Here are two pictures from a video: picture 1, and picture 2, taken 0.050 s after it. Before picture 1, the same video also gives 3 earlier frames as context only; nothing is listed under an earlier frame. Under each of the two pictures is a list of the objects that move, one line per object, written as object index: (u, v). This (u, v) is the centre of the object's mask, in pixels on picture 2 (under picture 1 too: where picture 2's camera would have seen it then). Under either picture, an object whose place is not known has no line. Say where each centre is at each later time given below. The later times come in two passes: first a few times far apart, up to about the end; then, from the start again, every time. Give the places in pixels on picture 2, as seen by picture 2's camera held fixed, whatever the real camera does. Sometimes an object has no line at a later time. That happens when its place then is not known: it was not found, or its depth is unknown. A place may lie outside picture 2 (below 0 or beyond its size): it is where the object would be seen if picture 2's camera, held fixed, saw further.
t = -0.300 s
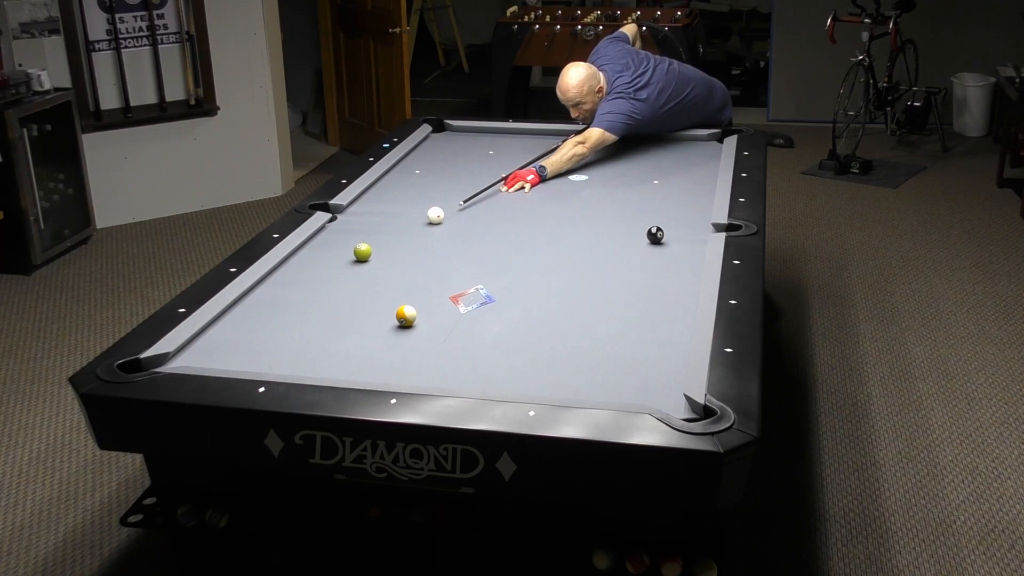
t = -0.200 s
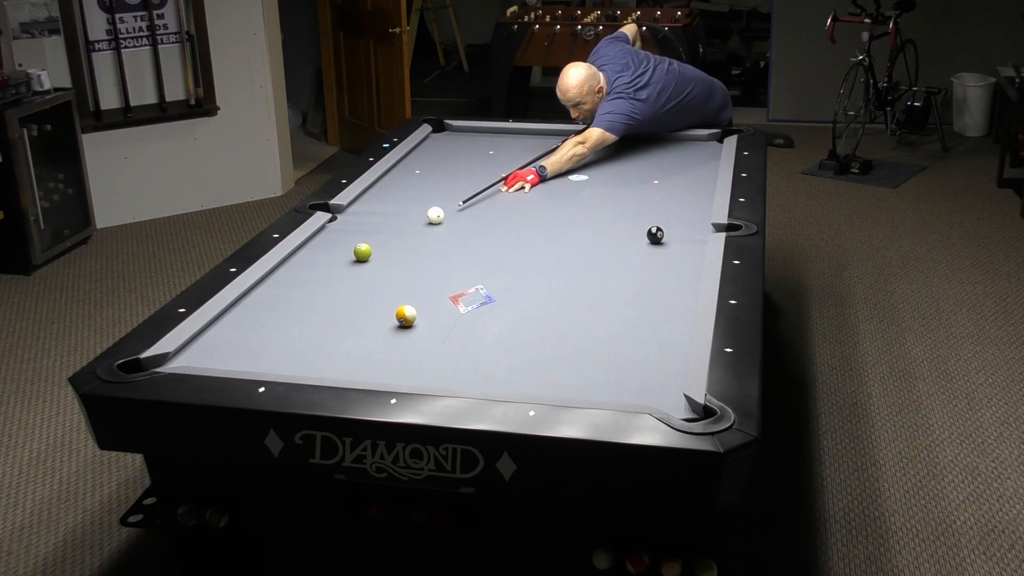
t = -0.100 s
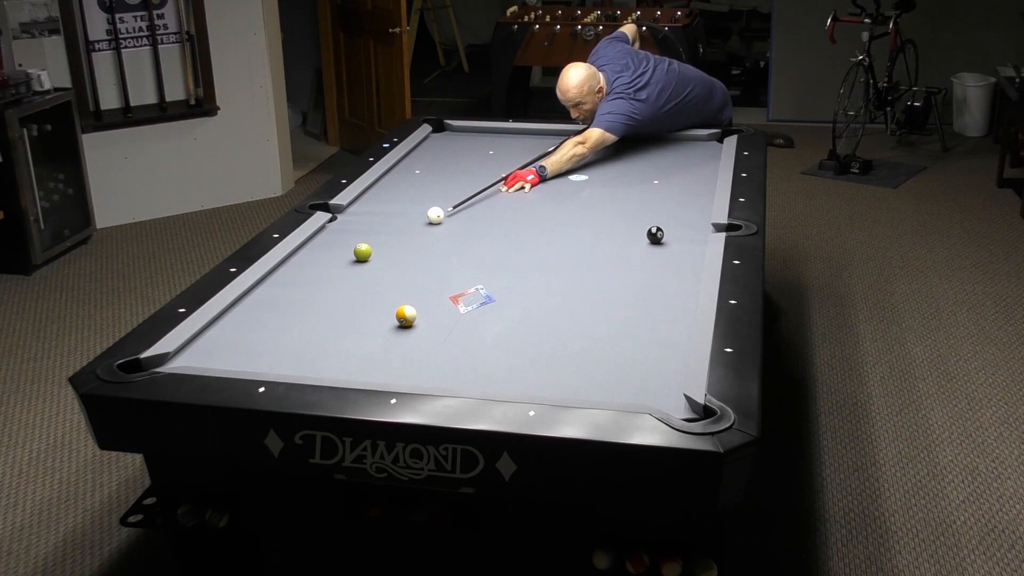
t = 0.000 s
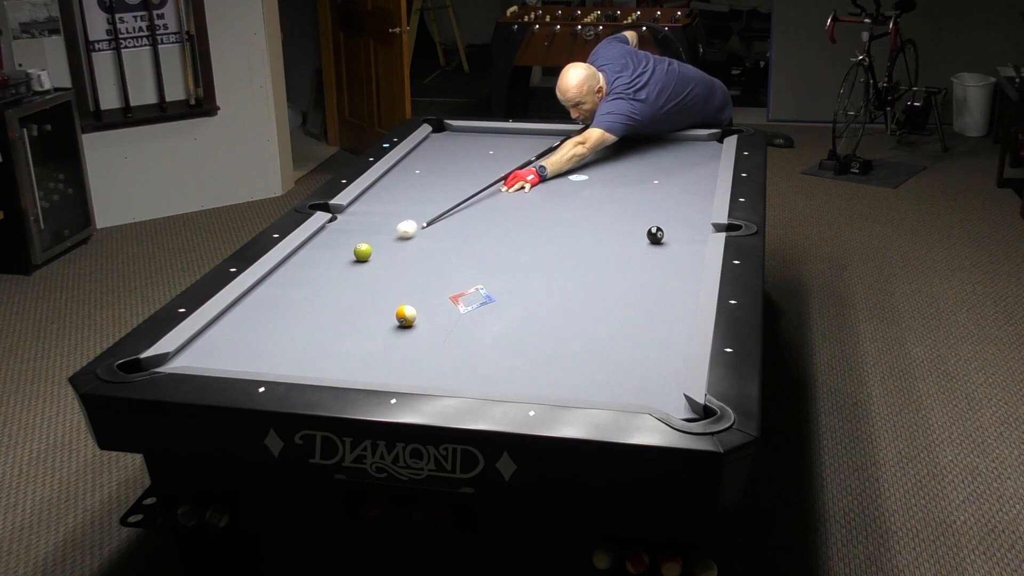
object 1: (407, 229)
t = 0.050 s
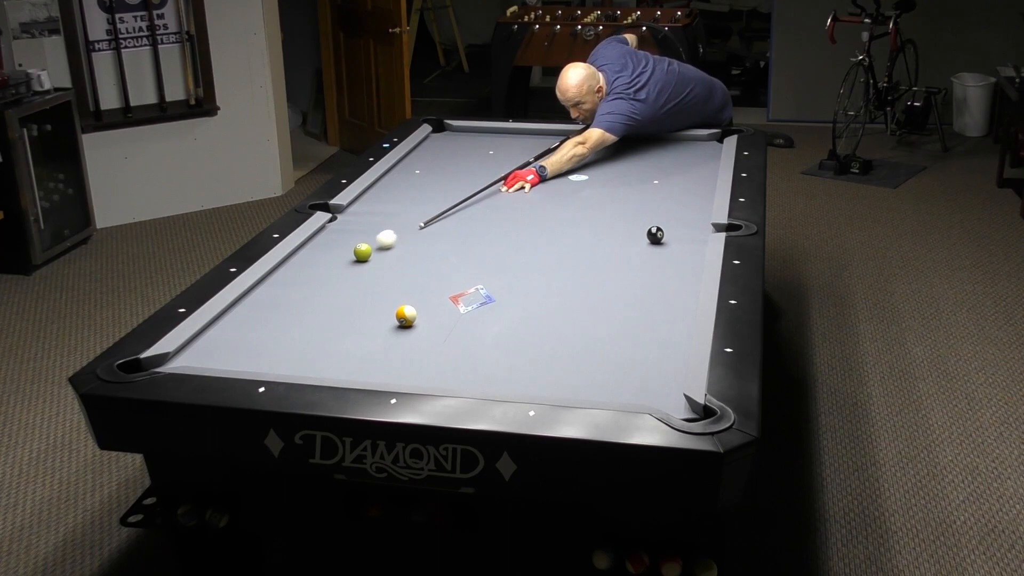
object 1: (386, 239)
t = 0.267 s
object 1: (366, 244)
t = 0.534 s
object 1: (363, 240)
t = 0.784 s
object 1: (359, 237)
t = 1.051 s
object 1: (357, 235)
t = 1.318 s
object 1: (355, 232)
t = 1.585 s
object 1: (353, 231)
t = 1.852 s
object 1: (351, 229)
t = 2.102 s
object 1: (351, 229)
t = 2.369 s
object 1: (352, 228)
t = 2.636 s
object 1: (352, 228)
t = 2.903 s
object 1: (352, 228)
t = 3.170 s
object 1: (352, 228)
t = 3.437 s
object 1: (352, 228)
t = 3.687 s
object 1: (352, 228)
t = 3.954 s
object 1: (352, 228)
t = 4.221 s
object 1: (352, 228)
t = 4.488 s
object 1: (352, 228)
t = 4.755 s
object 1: (352, 228)
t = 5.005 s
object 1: (352, 228)
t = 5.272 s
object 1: (352, 228)
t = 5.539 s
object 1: (352, 228)
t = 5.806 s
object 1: (352, 228)
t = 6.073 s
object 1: (352, 228)
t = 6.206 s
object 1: (352, 228)
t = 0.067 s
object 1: (380, 242)
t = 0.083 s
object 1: (375, 244)
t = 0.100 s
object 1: (371, 246)
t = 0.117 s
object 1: (370, 246)
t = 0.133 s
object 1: (369, 246)
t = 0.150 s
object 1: (369, 246)
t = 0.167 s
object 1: (368, 246)
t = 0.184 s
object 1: (368, 245)
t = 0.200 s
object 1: (367, 245)
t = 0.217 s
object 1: (367, 245)
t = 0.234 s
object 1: (367, 245)
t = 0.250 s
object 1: (367, 244)
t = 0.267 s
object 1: (366, 244)
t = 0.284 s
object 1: (366, 244)
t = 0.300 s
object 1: (366, 244)
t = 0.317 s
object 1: (366, 243)
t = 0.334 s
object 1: (365, 243)
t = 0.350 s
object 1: (365, 243)
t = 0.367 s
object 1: (365, 243)
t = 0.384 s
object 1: (365, 242)
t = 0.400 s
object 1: (365, 242)
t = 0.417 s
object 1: (364, 242)
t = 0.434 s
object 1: (364, 242)
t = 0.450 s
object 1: (364, 242)
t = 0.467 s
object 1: (364, 241)
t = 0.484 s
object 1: (363, 241)
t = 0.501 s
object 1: (363, 241)
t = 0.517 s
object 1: (363, 241)
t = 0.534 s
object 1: (363, 240)
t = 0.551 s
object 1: (362, 240)
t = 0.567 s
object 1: (362, 240)
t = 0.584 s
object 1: (362, 240)
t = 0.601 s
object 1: (362, 240)
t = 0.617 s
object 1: (361, 239)
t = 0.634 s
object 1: (361, 239)
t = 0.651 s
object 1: (361, 239)
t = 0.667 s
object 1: (361, 239)
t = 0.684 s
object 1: (361, 239)
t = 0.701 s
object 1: (360, 238)
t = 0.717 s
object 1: (360, 238)
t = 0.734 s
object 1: (360, 238)
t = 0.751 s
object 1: (360, 238)
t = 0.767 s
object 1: (360, 238)
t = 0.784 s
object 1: (359, 237)
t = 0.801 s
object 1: (359, 237)
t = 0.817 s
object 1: (359, 237)
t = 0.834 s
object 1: (359, 237)
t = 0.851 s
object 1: (359, 237)
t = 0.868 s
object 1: (358, 236)
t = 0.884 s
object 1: (358, 236)
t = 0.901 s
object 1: (358, 236)
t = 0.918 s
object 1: (358, 236)
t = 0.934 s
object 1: (358, 236)
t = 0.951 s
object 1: (358, 235)
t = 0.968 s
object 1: (357, 235)
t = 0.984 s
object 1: (357, 235)
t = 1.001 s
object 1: (357, 235)
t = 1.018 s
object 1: (357, 235)
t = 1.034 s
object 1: (357, 235)
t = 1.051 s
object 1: (357, 235)
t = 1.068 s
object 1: (356, 234)
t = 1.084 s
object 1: (356, 234)
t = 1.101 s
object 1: (356, 234)
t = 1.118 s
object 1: (356, 234)
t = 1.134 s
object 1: (356, 234)
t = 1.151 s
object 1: (356, 234)
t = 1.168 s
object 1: (356, 234)
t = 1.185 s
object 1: (355, 233)
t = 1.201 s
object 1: (355, 233)
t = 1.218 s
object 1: (355, 233)
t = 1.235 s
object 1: (355, 233)
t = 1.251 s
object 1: (355, 233)
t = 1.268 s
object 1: (355, 233)
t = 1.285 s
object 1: (355, 233)
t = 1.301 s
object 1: (355, 232)
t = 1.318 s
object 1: (355, 232)
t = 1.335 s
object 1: (354, 232)
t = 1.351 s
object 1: (354, 232)
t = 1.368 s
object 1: (354, 232)
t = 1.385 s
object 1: (354, 232)
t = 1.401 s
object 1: (354, 232)
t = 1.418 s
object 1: (354, 232)
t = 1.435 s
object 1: (353, 231)
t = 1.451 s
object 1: (353, 231)
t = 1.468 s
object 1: (353, 231)
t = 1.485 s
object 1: (353, 231)
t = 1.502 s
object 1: (353, 231)
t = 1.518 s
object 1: (353, 231)
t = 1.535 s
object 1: (353, 231)
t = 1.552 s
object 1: (353, 231)
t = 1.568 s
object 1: (353, 231)
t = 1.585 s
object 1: (353, 231)
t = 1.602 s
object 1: (352, 230)
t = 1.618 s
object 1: (352, 230)
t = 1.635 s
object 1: (352, 230)
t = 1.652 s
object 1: (352, 230)
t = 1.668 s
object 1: (352, 230)
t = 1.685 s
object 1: (352, 230)
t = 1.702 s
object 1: (352, 230)
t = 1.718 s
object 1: (352, 230)
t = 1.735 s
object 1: (352, 230)
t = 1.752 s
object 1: (352, 230)
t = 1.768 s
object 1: (351, 230)
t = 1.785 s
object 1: (351, 230)
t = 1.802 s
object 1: (351, 229)
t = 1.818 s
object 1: (351, 229)
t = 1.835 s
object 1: (351, 229)
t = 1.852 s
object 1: (351, 229)
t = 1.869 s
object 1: (351, 229)
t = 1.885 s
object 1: (351, 229)
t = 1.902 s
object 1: (351, 229)
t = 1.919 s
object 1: (351, 229)
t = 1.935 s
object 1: (351, 229)
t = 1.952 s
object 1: (351, 229)
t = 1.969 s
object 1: (351, 229)
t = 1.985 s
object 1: (351, 229)
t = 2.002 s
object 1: (351, 229)
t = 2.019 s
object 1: (351, 229)
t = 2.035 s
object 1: (351, 229)
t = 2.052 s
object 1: (351, 229)
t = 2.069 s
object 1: (351, 229)
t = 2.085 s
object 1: (351, 229)
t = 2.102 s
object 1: (351, 229)
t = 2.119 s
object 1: (351, 229)
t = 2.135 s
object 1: (351, 228)
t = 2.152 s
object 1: (351, 229)
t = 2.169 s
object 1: (351, 228)
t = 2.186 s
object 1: (351, 229)
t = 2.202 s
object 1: (351, 229)
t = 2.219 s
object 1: (351, 228)
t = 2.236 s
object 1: (351, 229)
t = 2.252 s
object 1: (351, 229)
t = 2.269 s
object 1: (351, 228)
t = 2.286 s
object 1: (351, 228)
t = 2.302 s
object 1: (351, 228)
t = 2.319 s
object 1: (351, 228)
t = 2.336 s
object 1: (351, 228)
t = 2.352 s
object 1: (352, 228)
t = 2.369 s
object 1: (352, 228)
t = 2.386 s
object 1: (352, 228)
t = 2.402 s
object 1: (352, 228)
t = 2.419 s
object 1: (352, 228)
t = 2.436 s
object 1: (352, 228)
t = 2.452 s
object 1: (352, 228)
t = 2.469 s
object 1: (352, 228)
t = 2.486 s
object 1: (352, 228)
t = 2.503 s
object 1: (352, 228)
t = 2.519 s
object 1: (352, 228)
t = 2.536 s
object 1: (352, 228)
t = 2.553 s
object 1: (352, 228)
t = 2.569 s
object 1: (352, 228)
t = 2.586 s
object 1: (352, 228)
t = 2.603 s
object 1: (352, 228)
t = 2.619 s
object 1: (352, 228)
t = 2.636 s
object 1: (352, 228)
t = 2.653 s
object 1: (352, 228)
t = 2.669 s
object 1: (352, 228)
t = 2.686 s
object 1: (352, 228)
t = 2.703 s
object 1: (352, 228)
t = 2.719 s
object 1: (352, 228)
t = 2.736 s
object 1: (352, 228)
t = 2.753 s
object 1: (352, 228)
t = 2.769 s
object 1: (352, 228)
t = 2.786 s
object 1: (352, 228)
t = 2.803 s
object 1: (352, 228)
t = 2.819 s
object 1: (352, 228)
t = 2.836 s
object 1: (352, 228)
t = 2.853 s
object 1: (352, 228)
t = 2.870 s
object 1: (352, 228)
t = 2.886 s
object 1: (352, 228)
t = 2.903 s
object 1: (352, 228)
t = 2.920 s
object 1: (352, 228)
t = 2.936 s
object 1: (352, 228)
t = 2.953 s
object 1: (352, 228)
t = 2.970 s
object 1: (352, 228)
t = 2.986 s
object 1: (352, 228)
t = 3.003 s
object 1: (352, 228)
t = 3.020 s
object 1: (352, 228)
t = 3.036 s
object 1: (352, 228)
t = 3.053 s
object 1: (352, 228)
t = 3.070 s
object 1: (352, 228)
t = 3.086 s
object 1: (352, 228)
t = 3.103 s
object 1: (352, 228)
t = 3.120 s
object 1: (352, 228)
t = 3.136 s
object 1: (352, 228)
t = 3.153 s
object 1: (352, 228)
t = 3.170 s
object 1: (352, 228)
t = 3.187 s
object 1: (352, 228)
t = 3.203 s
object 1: (352, 228)
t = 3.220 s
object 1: (352, 228)
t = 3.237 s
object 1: (352, 228)
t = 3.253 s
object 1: (352, 228)
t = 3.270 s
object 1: (352, 228)
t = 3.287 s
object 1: (352, 228)
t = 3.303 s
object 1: (352, 228)
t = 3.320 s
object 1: (352, 228)
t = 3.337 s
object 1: (352, 228)
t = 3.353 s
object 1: (352, 228)
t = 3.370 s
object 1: (352, 228)
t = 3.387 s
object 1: (352, 228)
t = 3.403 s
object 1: (352, 228)
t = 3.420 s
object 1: (352, 228)
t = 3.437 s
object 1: (352, 228)
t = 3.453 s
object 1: (352, 228)
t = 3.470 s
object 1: (352, 228)
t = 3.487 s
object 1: (352, 228)
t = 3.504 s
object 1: (352, 228)
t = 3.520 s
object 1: (352, 228)
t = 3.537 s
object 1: (352, 228)
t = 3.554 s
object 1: (352, 228)
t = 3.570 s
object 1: (352, 228)
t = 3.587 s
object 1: (352, 228)
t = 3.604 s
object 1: (352, 228)
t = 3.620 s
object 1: (352, 228)
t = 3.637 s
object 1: (352, 228)
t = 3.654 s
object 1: (352, 228)
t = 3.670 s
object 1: (352, 228)
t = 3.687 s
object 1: (352, 228)
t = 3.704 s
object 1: (352, 228)
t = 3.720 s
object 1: (352, 228)
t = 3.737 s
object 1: (352, 228)
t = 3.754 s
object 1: (352, 228)
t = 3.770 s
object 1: (352, 228)
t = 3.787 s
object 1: (352, 228)
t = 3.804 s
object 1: (352, 228)
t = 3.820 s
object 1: (352, 228)
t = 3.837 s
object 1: (352, 228)
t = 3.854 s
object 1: (352, 228)
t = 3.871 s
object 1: (352, 228)
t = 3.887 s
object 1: (352, 228)
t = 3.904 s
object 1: (352, 228)
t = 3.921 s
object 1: (352, 228)
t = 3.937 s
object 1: (352, 228)
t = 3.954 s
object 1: (352, 228)
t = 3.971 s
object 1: (352, 228)
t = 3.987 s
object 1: (352, 228)
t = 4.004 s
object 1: (352, 228)
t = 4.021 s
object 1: (352, 228)
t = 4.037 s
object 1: (352, 228)
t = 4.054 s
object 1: (352, 228)
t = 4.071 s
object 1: (352, 228)
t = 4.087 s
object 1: (352, 228)
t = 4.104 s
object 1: (352, 228)
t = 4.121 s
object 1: (352, 228)
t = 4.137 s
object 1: (352, 228)
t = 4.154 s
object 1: (352, 228)
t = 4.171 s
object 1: (352, 228)
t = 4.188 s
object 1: (352, 228)
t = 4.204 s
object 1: (352, 228)
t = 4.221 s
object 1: (352, 228)
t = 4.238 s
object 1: (352, 228)
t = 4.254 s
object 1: (352, 228)
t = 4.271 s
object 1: (352, 228)
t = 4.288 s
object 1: (352, 228)
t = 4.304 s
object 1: (352, 228)
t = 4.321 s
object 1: (352, 228)
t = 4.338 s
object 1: (352, 228)
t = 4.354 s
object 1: (352, 228)
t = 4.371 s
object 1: (352, 228)
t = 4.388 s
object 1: (352, 228)
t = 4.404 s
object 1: (352, 228)
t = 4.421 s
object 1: (352, 228)
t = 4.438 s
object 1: (352, 228)
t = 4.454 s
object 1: (352, 228)
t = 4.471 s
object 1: (352, 228)
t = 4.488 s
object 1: (352, 228)
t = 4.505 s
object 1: (352, 228)
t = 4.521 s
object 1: (352, 228)
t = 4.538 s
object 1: (352, 228)
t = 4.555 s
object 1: (352, 228)
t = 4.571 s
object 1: (352, 228)
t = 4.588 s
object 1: (352, 228)
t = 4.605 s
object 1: (352, 228)
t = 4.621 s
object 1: (352, 228)
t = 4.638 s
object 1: (352, 228)
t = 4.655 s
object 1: (352, 228)
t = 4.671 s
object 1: (352, 228)
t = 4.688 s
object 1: (352, 228)
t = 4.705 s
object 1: (352, 228)
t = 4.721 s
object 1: (352, 228)
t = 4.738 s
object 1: (352, 228)
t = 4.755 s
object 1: (352, 228)
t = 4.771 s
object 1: (352, 228)
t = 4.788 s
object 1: (352, 228)
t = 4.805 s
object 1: (352, 228)
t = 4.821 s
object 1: (352, 228)
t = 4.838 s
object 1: (352, 228)
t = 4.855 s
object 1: (352, 228)
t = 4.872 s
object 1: (352, 228)
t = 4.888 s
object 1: (352, 228)
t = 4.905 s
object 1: (352, 228)
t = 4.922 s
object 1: (352, 228)
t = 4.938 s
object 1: (352, 228)
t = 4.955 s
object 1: (352, 228)
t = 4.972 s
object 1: (352, 228)
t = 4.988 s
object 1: (352, 228)
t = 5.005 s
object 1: (352, 228)
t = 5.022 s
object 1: (352, 228)
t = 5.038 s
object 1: (352, 228)
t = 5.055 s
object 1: (352, 228)
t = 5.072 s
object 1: (352, 228)
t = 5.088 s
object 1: (352, 228)
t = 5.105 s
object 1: (352, 228)
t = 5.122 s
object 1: (352, 228)
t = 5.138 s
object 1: (352, 228)
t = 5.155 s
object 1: (352, 228)
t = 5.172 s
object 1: (352, 228)
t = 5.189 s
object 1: (352, 228)
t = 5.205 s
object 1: (352, 228)
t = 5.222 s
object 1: (352, 228)
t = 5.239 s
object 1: (352, 228)
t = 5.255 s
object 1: (352, 228)
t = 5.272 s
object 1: (352, 228)
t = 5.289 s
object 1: (352, 228)
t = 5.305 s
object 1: (352, 228)
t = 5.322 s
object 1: (352, 228)
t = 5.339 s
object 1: (352, 228)
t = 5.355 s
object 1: (352, 228)
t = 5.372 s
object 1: (352, 228)
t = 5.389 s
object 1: (352, 228)
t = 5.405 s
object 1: (352, 228)
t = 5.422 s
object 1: (352, 228)
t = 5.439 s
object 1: (352, 228)
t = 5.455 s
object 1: (352, 228)
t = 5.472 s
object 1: (352, 228)
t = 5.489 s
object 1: (352, 228)
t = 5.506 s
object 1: (352, 228)
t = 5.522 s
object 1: (352, 228)
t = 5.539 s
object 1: (352, 228)
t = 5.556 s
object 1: (352, 228)
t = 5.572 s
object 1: (352, 228)
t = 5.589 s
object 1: (352, 228)
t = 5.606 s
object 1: (352, 228)
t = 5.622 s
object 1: (352, 228)
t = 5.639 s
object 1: (352, 228)
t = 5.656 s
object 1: (352, 228)
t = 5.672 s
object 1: (352, 228)
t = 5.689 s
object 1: (352, 228)
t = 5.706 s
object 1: (352, 228)
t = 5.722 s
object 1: (352, 228)
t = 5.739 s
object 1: (352, 228)
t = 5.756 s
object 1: (352, 228)
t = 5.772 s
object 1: (352, 228)
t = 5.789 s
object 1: (352, 228)
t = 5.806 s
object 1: (352, 228)
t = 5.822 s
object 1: (352, 228)
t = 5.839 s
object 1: (352, 228)
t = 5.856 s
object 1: (352, 228)
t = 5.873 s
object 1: (352, 228)
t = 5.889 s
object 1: (352, 228)
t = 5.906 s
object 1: (352, 228)
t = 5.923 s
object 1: (352, 228)
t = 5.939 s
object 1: (352, 228)
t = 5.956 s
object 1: (352, 228)
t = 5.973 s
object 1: (352, 228)
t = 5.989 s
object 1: (352, 228)
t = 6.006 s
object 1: (352, 228)
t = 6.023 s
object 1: (352, 228)
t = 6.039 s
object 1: (352, 228)
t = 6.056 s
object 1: (352, 228)
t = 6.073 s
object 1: (352, 228)
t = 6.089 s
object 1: (352, 228)
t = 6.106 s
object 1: (352, 228)
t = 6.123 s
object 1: (352, 228)
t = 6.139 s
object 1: (352, 228)
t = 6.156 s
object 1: (352, 228)
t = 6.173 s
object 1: (352, 228)
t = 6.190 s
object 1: (352, 228)
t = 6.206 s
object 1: (352, 228)
